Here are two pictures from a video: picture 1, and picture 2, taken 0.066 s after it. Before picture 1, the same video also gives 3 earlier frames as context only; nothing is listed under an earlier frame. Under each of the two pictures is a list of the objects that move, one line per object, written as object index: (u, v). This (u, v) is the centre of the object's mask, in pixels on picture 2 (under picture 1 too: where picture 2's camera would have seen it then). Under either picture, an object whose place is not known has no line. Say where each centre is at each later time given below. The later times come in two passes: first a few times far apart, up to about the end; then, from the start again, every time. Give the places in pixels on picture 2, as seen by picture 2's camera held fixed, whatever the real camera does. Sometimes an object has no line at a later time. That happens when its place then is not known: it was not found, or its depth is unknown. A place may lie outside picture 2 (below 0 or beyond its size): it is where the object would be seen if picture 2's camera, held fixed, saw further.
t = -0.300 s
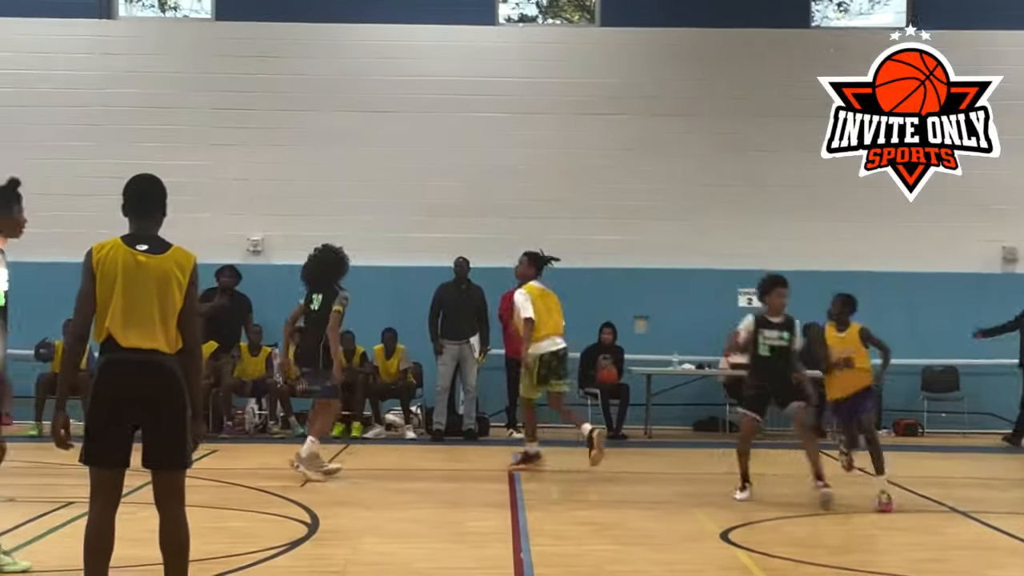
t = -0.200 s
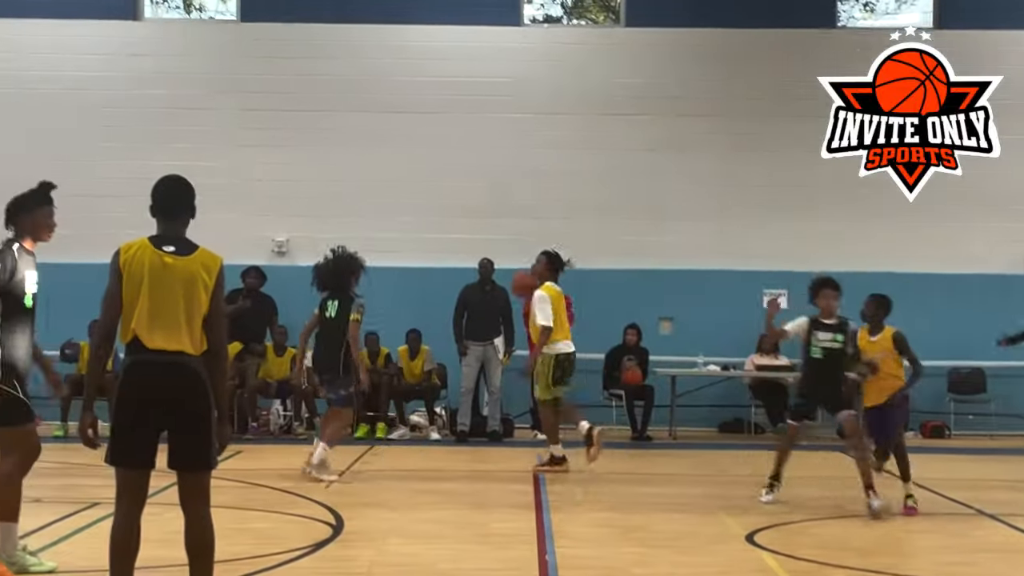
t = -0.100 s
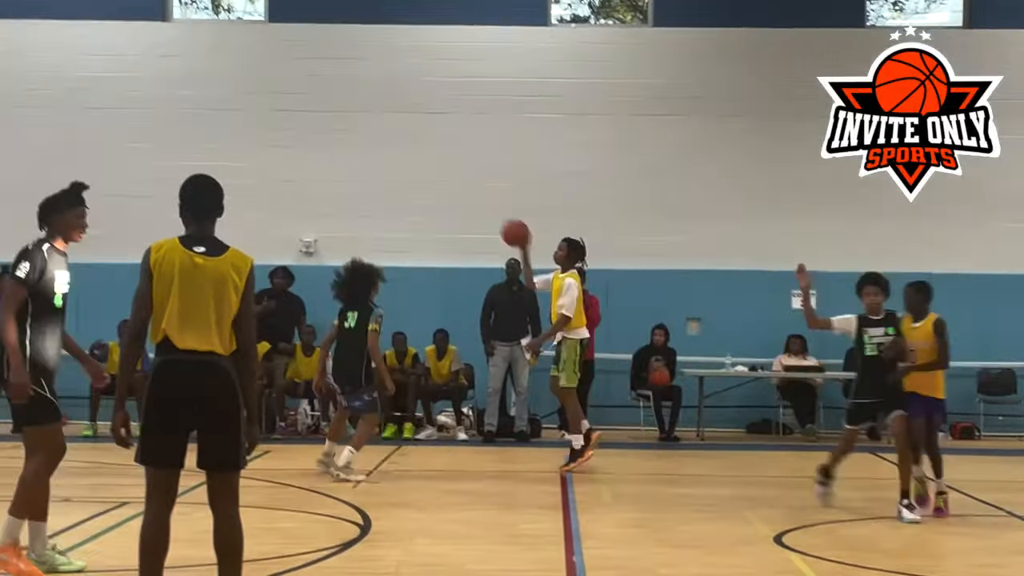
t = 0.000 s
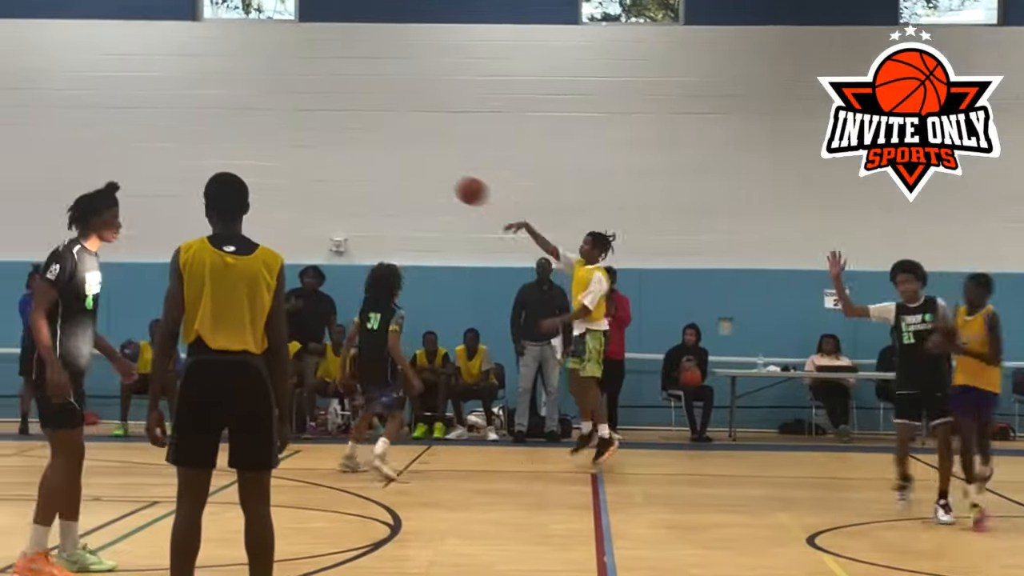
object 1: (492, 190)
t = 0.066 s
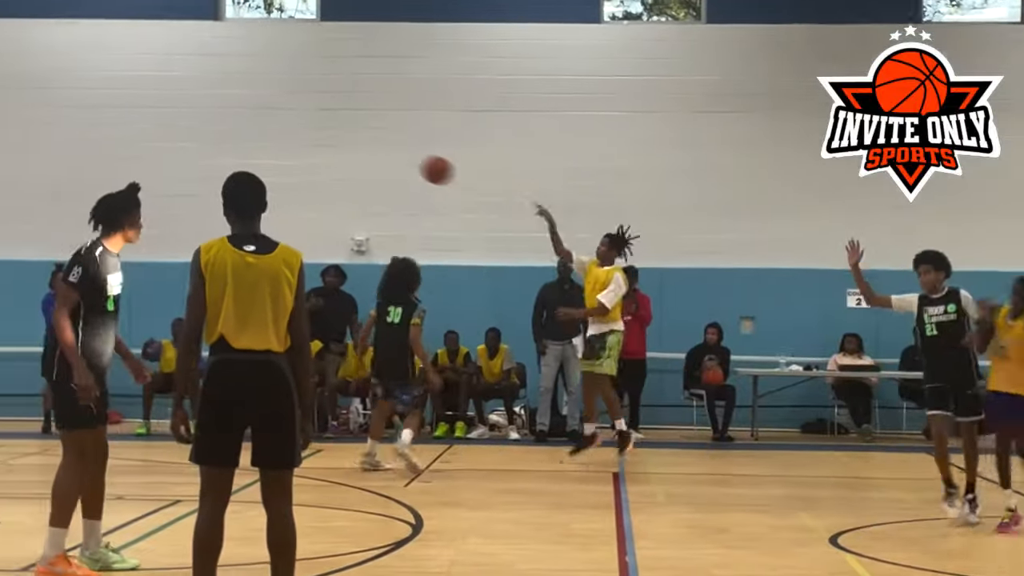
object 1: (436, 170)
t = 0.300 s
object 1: (237, 137)
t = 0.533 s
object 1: (21, 154)
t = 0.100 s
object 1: (409, 162)
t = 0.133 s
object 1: (381, 155)
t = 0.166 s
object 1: (352, 149)
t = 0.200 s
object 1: (324, 145)
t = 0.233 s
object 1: (295, 141)
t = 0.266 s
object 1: (266, 139)
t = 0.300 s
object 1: (237, 137)
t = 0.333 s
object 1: (208, 136)
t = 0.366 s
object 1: (179, 136)
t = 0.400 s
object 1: (149, 138)
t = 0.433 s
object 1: (118, 140)
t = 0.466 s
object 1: (87, 142)
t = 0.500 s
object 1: (53, 148)
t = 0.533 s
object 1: (21, 154)
